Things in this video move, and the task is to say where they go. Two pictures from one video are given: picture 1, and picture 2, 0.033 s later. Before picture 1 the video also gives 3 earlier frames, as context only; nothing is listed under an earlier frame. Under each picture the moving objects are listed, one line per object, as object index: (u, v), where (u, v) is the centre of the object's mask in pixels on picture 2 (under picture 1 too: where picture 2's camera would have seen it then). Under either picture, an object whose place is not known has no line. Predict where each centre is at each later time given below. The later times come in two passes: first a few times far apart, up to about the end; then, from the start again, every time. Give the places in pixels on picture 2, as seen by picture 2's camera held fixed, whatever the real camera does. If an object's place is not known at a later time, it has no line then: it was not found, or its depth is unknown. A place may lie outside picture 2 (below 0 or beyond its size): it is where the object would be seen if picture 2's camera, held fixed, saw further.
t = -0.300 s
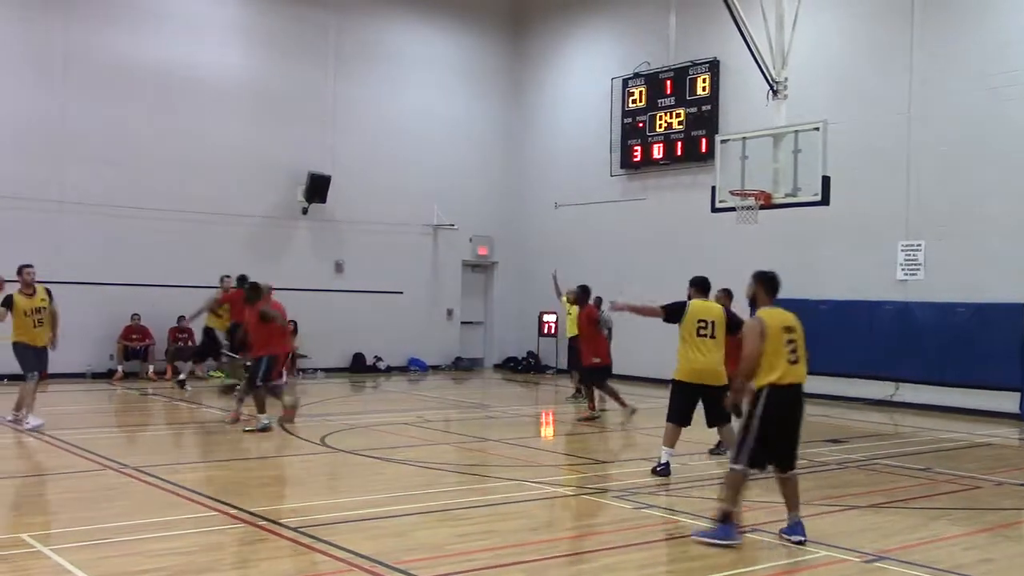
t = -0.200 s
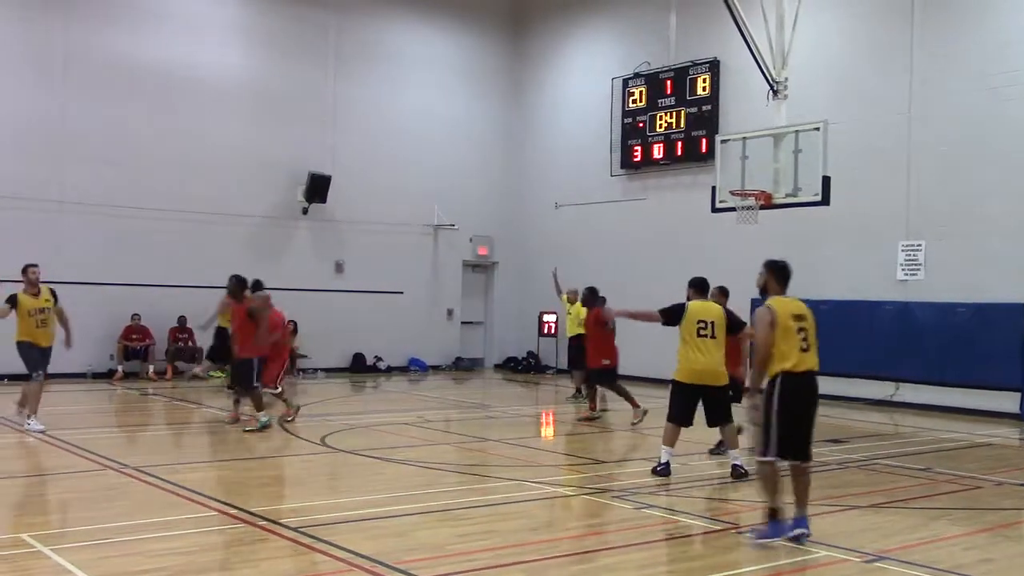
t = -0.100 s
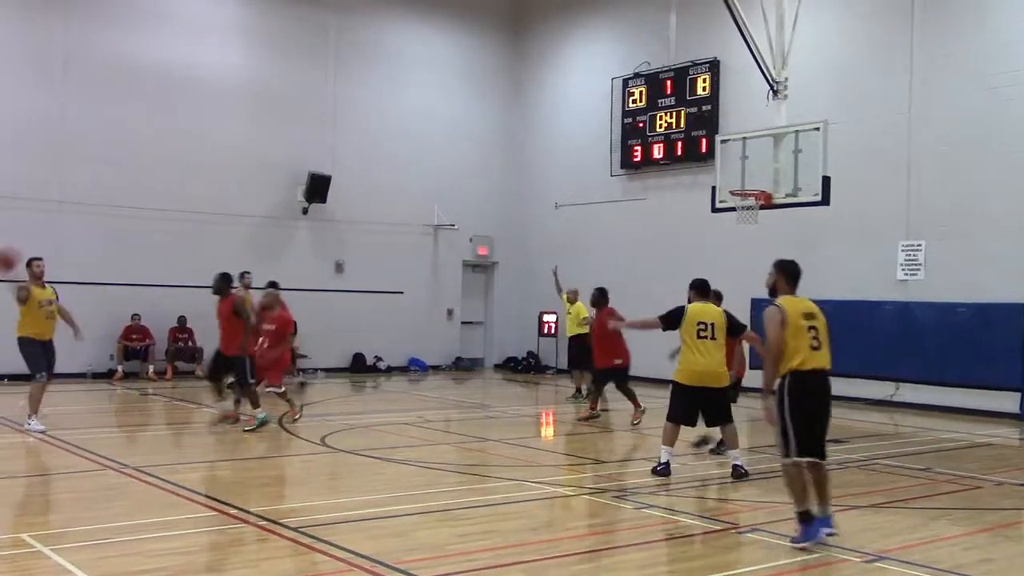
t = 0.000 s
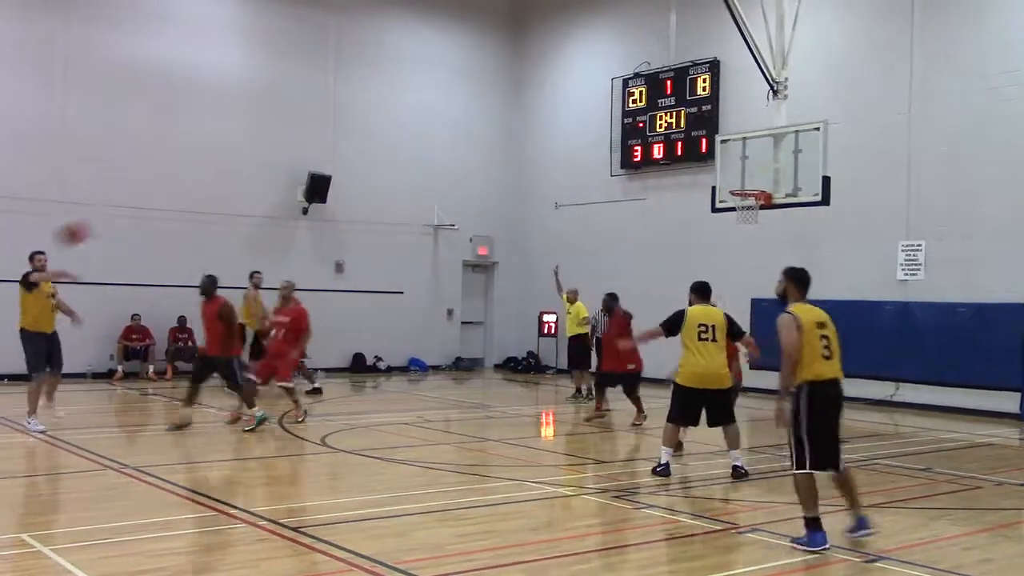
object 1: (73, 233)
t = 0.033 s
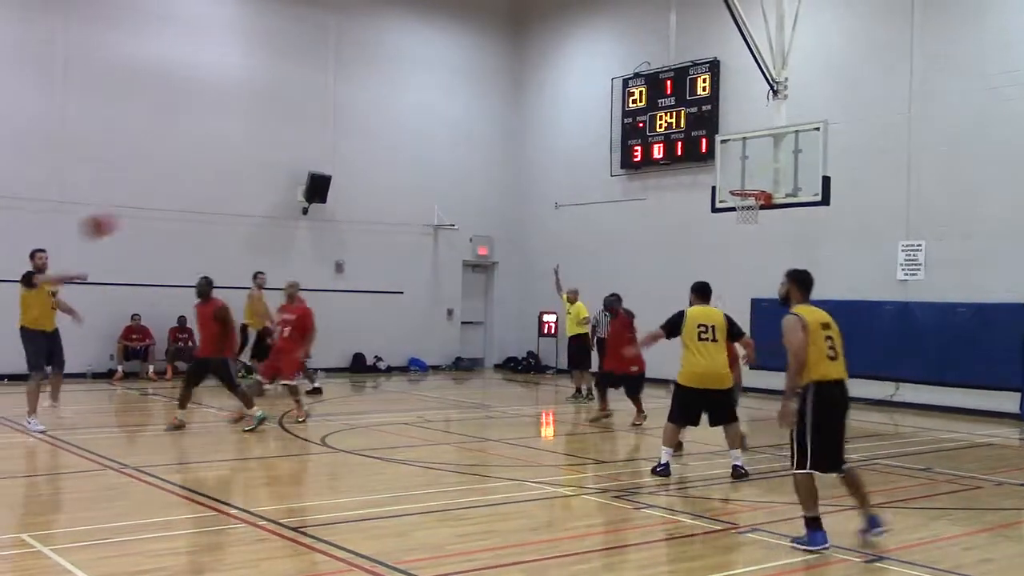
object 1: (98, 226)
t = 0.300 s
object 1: (341, 198)
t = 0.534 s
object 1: (618, 242)
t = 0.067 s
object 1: (126, 219)
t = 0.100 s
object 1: (153, 213)
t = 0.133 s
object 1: (182, 208)
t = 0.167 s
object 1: (210, 204)
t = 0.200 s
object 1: (238, 201)
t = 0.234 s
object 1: (273, 199)
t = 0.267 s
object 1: (301, 197)
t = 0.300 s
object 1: (341, 198)
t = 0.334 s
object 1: (373, 200)
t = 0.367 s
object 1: (410, 203)
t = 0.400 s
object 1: (446, 206)
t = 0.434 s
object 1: (486, 212)
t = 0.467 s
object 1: (528, 220)
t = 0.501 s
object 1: (573, 229)
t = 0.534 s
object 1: (618, 242)
